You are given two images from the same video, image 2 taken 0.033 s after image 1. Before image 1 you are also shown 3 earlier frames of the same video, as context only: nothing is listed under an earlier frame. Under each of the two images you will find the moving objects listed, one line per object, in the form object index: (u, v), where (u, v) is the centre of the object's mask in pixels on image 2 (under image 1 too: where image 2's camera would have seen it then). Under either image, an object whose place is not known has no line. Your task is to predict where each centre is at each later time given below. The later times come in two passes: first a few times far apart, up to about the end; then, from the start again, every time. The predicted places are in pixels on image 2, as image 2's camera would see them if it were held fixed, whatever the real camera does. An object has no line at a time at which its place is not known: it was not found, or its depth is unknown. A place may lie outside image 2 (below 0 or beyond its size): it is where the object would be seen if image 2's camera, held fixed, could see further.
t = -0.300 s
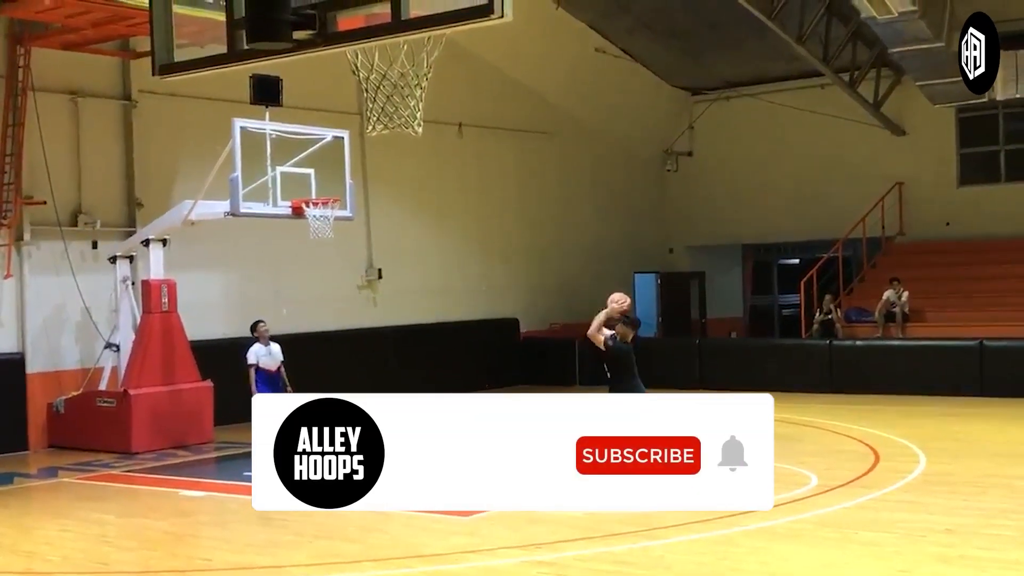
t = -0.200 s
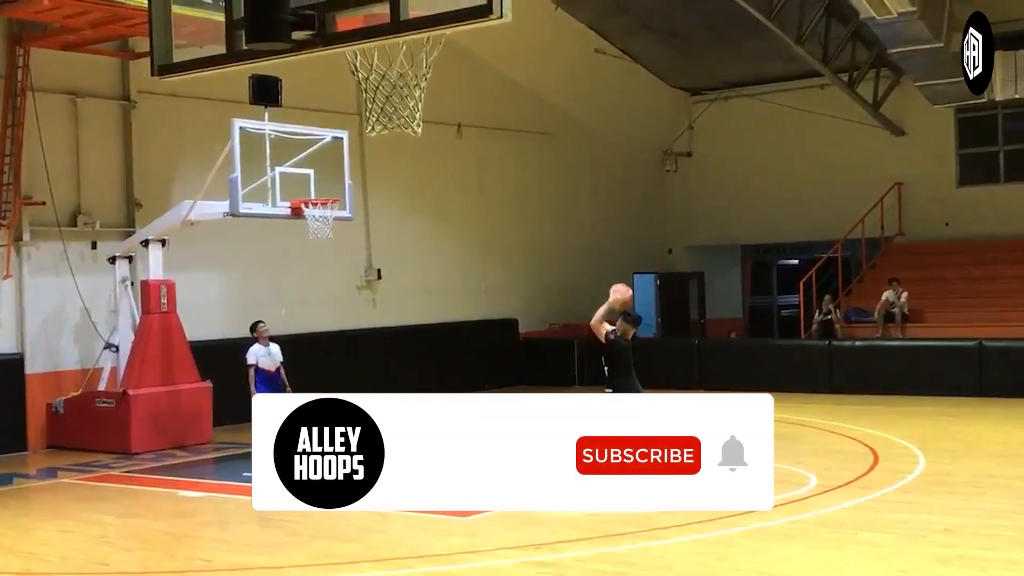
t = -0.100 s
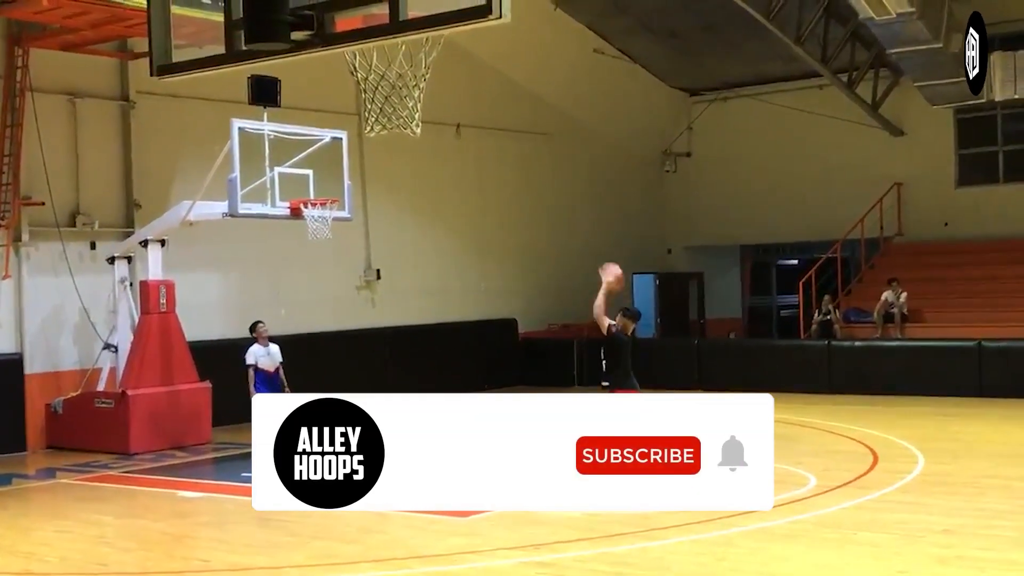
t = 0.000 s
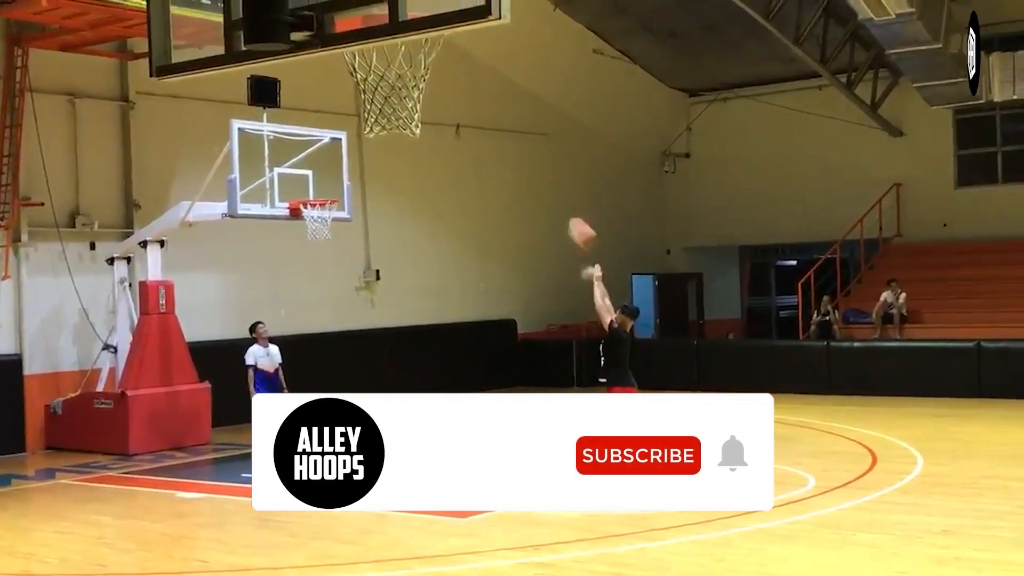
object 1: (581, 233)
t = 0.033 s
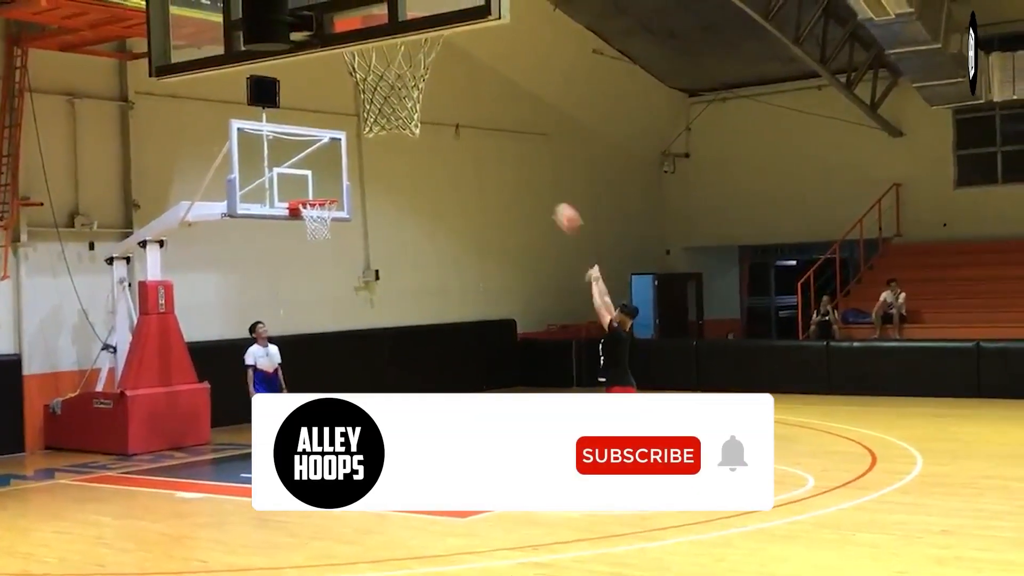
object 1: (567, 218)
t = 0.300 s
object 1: (472, 143)
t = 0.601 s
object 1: (382, 142)
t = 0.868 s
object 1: (316, 198)
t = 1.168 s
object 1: (334, 302)
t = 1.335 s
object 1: (347, 383)
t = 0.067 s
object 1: (555, 203)
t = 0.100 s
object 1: (542, 192)
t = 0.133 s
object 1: (529, 181)
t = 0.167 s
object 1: (518, 170)
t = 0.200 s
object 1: (506, 162)
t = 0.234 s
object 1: (494, 155)
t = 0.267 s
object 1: (483, 148)
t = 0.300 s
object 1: (472, 143)
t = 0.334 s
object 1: (460, 139)
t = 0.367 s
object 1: (451, 136)
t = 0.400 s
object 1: (441, 134)
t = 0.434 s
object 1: (431, 133)
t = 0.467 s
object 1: (424, 133)
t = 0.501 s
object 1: (412, 140)
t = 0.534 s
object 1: (401, 139)
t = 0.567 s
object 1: (391, 142)
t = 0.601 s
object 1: (382, 142)
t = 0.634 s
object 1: (374, 146)
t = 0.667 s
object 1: (365, 152)
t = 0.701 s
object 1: (357, 158)
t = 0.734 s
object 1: (347, 165)
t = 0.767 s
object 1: (339, 173)
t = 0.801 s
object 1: (332, 181)
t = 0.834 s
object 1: (326, 189)
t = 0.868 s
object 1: (316, 198)
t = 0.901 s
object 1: (312, 208)
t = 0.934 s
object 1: (311, 219)
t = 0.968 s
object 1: (316, 230)
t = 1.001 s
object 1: (320, 243)
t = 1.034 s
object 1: (322, 250)
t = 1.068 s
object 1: (325, 263)
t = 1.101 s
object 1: (328, 274)
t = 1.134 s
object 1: (330, 288)
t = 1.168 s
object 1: (334, 302)
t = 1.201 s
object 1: (336, 318)
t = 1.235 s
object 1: (339, 334)
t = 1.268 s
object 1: (341, 351)
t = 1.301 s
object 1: (344, 368)
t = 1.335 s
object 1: (347, 383)
